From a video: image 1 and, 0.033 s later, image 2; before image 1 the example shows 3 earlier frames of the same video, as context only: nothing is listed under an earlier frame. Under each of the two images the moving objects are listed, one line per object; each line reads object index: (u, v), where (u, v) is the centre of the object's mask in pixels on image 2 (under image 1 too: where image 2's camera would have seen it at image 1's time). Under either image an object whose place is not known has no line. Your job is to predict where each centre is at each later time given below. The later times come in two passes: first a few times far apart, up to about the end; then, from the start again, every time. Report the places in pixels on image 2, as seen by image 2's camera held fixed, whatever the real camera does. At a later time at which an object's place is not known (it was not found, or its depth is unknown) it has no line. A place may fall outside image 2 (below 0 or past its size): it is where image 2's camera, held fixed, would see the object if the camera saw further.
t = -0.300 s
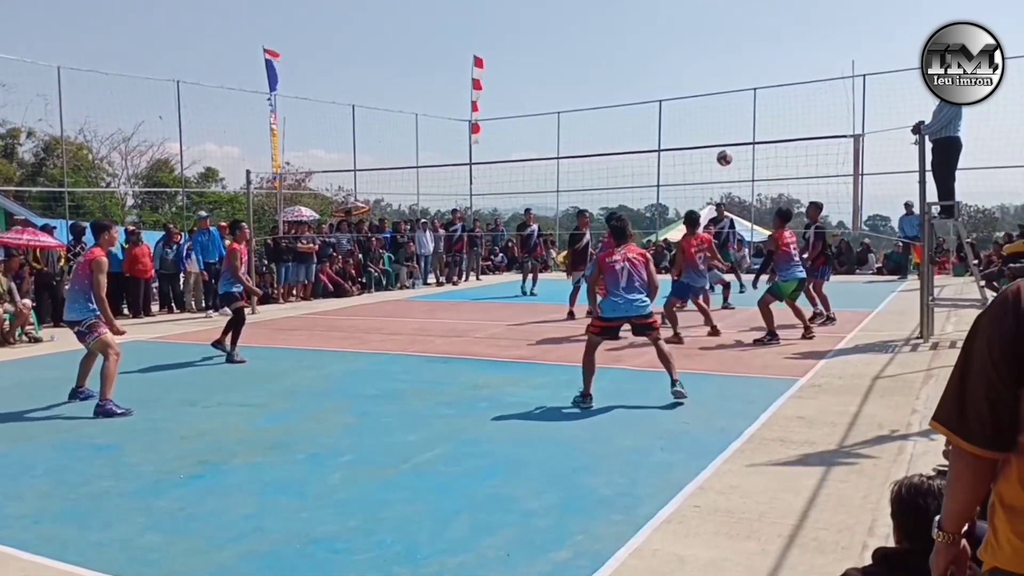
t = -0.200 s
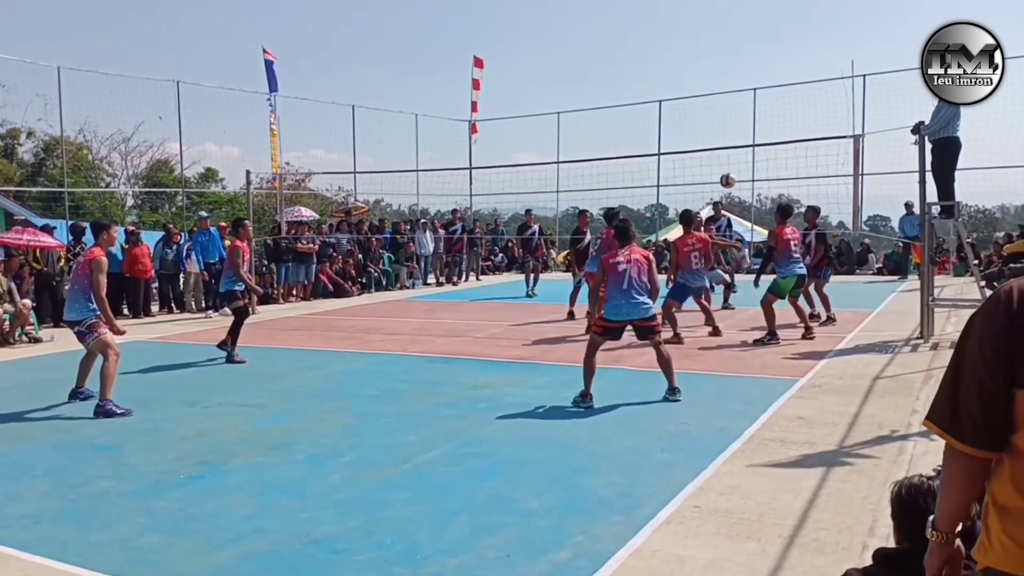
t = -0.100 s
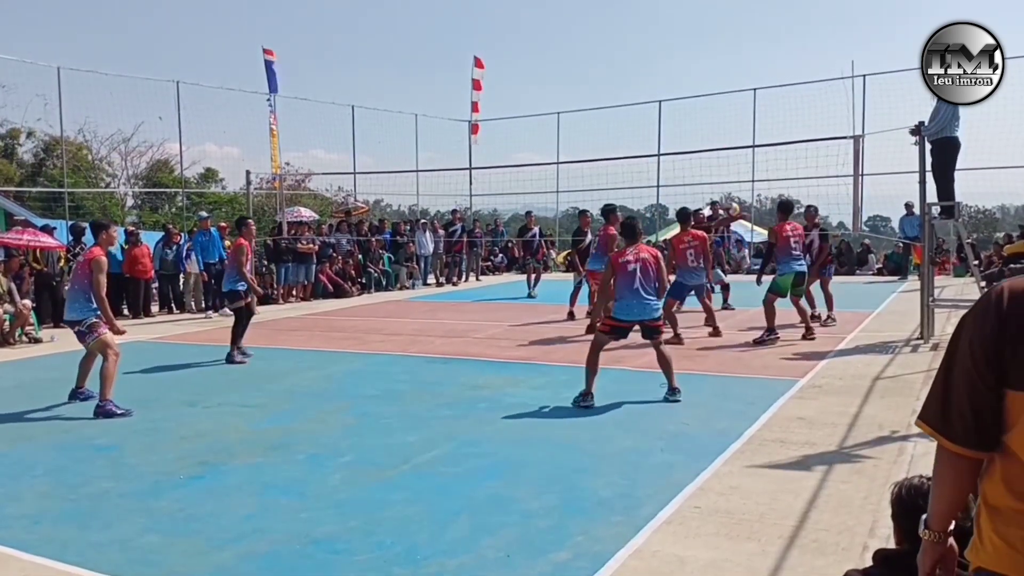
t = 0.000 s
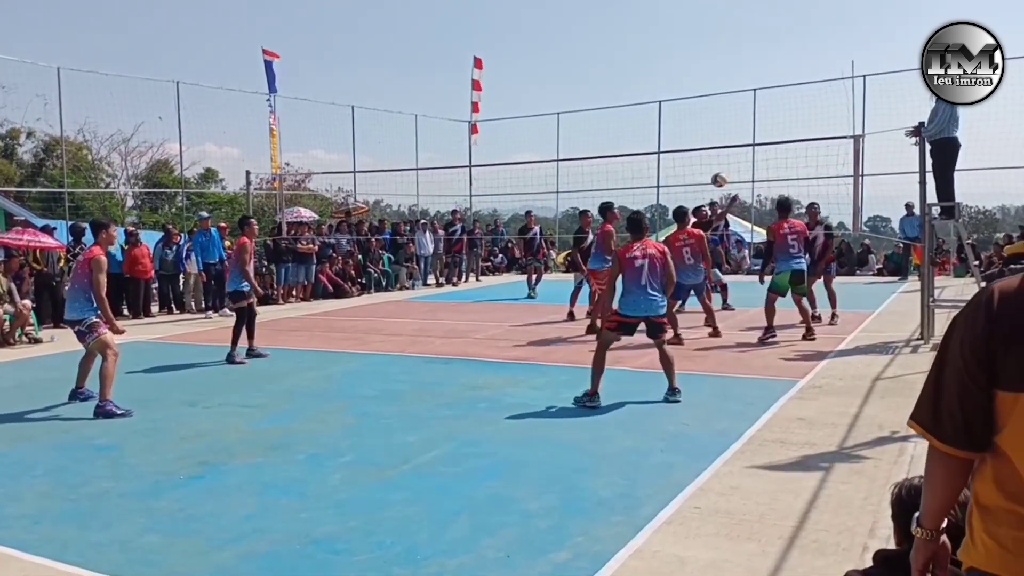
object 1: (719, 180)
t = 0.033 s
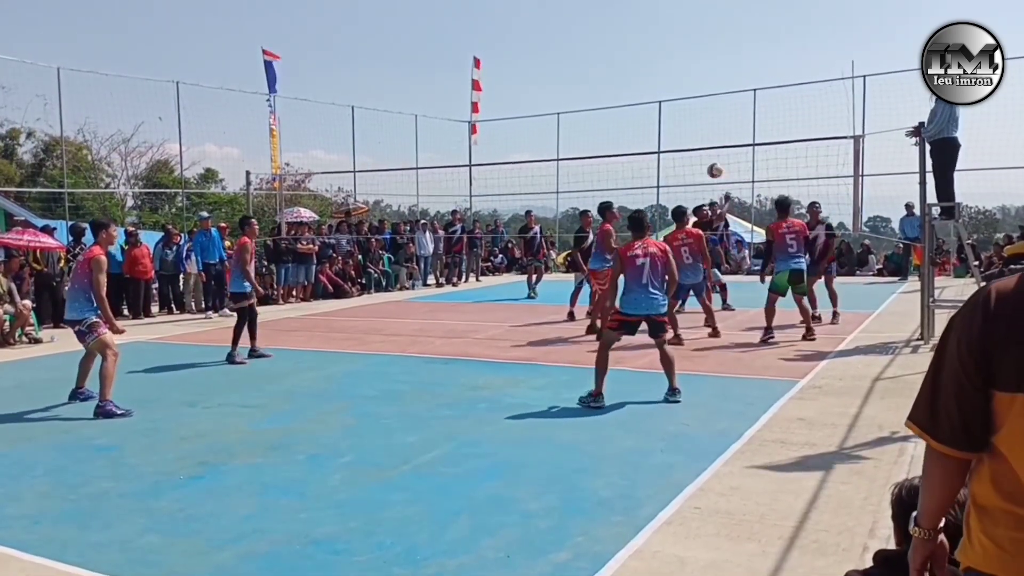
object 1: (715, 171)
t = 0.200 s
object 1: (695, 136)
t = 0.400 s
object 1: (671, 120)
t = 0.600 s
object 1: (648, 133)
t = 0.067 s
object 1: (710, 162)
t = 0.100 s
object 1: (706, 155)
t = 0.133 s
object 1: (702, 147)
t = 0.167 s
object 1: (699, 141)
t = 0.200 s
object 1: (695, 136)
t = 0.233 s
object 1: (691, 131)
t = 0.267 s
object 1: (686, 127)
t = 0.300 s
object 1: (682, 124)
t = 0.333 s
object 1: (678, 122)
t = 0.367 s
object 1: (675, 121)
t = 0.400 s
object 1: (671, 120)
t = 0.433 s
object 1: (668, 120)
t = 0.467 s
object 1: (663, 121)
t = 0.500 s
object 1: (659, 123)
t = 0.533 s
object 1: (655, 125)
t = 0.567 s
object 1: (651, 129)
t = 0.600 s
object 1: (648, 133)
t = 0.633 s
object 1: (644, 138)
